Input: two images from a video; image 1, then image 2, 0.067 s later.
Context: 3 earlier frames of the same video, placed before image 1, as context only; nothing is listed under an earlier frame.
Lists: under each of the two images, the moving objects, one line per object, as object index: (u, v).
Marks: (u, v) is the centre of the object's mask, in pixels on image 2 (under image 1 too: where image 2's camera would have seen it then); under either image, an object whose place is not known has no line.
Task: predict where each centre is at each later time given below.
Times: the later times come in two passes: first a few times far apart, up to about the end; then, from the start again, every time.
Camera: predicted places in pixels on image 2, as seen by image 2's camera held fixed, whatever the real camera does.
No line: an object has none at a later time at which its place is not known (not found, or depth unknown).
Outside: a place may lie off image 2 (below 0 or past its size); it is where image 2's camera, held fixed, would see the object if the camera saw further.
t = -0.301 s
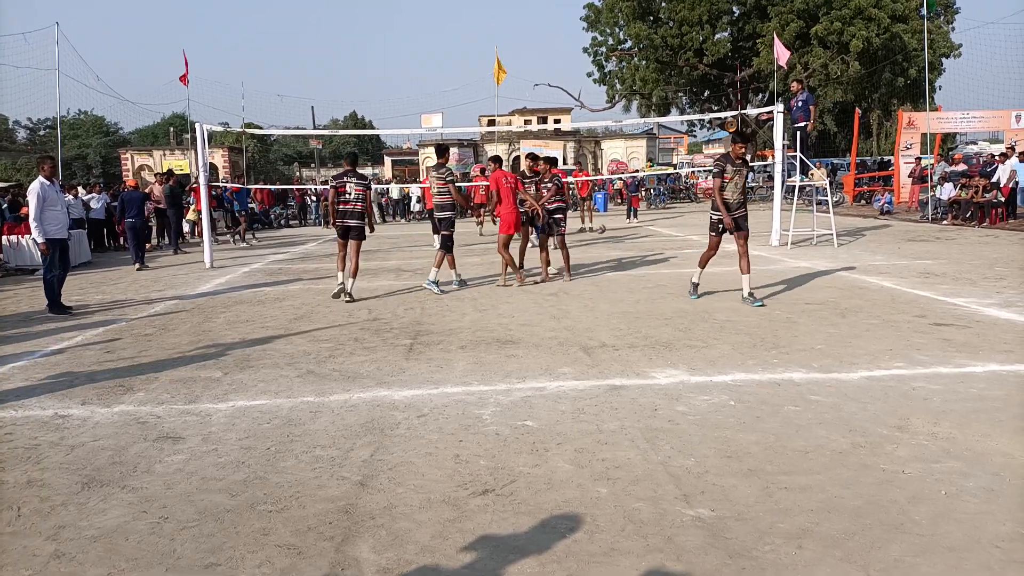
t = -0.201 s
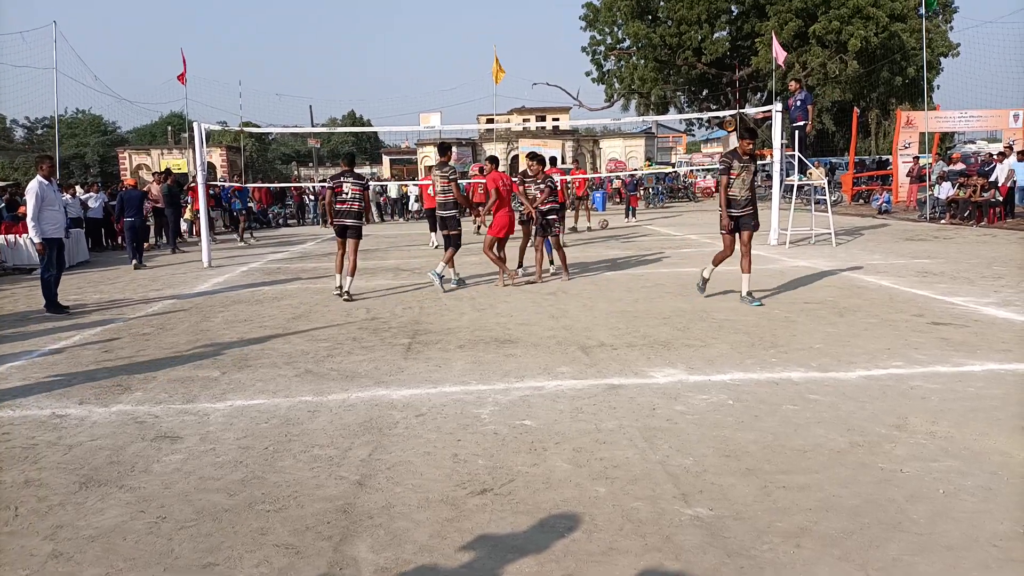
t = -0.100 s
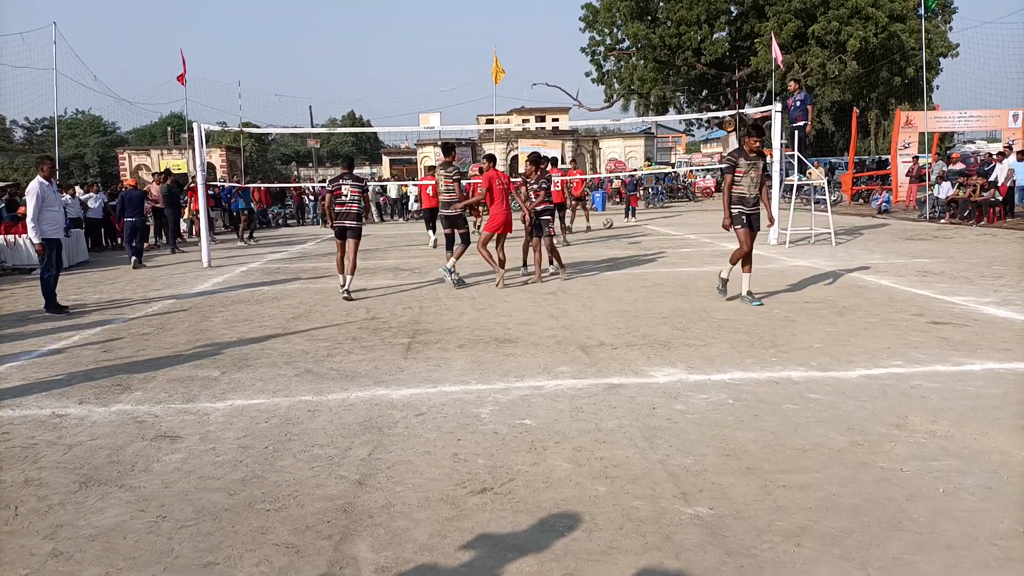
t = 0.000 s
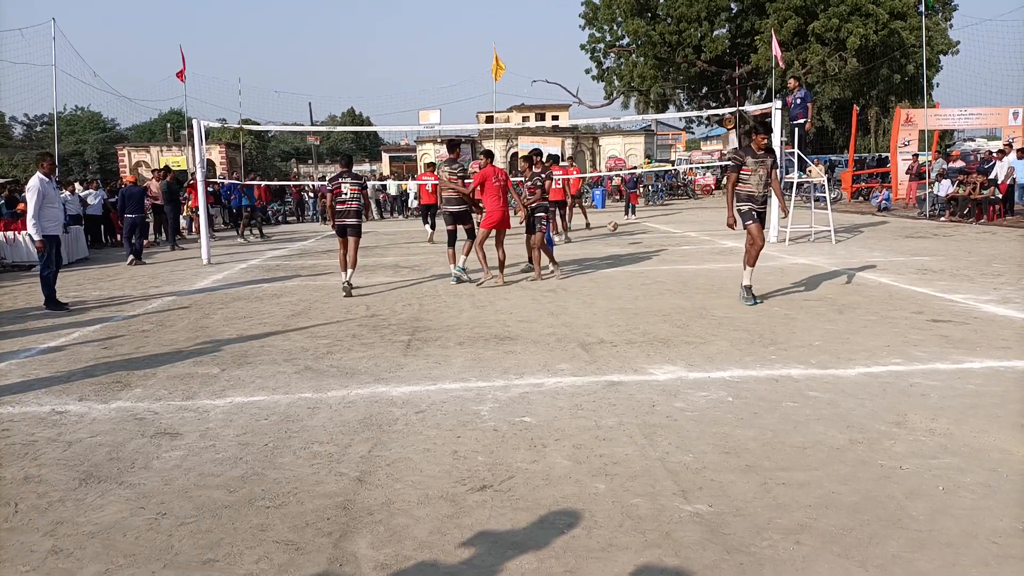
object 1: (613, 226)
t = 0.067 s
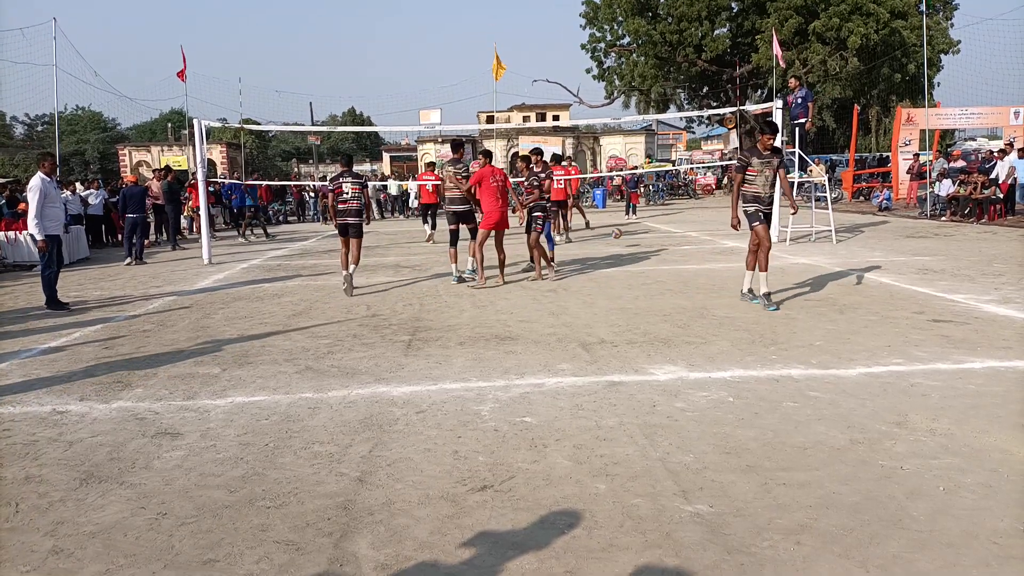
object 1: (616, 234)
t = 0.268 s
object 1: (627, 235)
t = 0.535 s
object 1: (644, 241)
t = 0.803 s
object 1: (661, 247)
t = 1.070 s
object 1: (681, 260)
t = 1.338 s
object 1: (705, 274)
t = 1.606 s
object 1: (732, 279)
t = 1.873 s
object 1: (760, 296)
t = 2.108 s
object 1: (788, 310)
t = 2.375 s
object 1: (827, 333)
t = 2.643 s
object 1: (877, 361)
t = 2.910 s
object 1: (942, 397)
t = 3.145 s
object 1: (1012, 438)
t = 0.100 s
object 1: (618, 237)
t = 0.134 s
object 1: (620, 243)
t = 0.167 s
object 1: (621, 243)
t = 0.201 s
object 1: (623, 240)
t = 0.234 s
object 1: (625, 236)
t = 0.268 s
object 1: (627, 235)
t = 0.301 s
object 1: (629, 233)
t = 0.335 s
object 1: (631, 232)
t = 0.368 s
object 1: (633, 231)
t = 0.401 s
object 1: (635, 232)
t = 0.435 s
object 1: (637, 233)
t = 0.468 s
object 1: (640, 235)
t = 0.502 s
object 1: (641, 237)
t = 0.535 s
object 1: (644, 241)
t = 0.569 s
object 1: (646, 244)
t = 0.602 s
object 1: (648, 249)
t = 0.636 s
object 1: (650, 254)
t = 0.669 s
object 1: (652, 252)
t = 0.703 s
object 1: (654, 249)
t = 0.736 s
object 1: (657, 248)
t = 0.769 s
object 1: (659, 247)
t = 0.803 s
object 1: (661, 247)
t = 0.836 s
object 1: (664, 248)
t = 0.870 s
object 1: (666, 249)
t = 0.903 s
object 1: (668, 251)
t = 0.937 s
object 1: (671, 255)
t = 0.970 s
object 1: (673, 258)
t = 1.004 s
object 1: (676, 263)
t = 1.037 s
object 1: (678, 263)
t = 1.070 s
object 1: (681, 260)
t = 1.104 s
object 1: (683, 259)
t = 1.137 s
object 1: (686, 258)
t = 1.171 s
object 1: (690, 259)
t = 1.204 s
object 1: (692, 259)
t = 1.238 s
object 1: (695, 262)
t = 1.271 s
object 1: (698, 265)
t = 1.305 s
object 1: (701, 268)
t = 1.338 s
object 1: (705, 274)
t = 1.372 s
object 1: (708, 274)
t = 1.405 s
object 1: (711, 272)
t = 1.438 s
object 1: (714, 271)
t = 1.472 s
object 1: (717, 270)
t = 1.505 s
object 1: (721, 271)
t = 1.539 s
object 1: (724, 273)
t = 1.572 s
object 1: (727, 275)
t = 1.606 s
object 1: (732, 279)
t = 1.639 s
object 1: (734, 284)
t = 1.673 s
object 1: (738, 288)
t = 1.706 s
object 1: (742, 287)
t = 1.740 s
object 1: (745, 288)
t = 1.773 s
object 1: (749, 289)
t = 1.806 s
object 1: (753, 292)
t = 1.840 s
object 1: (757, 295)
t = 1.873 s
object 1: (760, 296)
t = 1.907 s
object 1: (764, 297)
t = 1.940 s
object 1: (768, 299)
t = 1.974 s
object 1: (772, 301)
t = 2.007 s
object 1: (776, 305)
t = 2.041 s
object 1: (781, 307)
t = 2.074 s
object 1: (784, 308)
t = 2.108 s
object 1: (788, 310)
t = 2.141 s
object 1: (793, 312)
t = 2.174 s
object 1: (797, 316)
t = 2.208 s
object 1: (803, 318)
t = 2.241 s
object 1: (807, 322)
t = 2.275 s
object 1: (812, 324)
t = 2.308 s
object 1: (817, 327)
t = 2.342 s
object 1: (822, 330)
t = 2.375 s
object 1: (827, 333)
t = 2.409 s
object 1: (833, 336)
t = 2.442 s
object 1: (839, 340)
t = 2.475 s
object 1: (845, 343)
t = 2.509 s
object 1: (850, 346)
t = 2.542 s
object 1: (857, 349)
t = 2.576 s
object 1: (863, 353)
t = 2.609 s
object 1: (870, 357)
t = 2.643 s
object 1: (877, 361)
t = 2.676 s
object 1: (884, 366)
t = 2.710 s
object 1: (891, 369)
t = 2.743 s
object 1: (899, 374)
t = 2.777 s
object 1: (907, 379)
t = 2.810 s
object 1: (915, 382)
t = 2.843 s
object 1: (925, 387)
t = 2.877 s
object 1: (934, 391)
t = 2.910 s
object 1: (942, 397)
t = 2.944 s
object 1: (953, 402)
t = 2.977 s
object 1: (963, 407)
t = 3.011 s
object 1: (974, 414)
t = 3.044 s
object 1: (987, 421)
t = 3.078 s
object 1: (999, 429)
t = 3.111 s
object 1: (1005, 433)
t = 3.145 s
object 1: (1012, 438)
